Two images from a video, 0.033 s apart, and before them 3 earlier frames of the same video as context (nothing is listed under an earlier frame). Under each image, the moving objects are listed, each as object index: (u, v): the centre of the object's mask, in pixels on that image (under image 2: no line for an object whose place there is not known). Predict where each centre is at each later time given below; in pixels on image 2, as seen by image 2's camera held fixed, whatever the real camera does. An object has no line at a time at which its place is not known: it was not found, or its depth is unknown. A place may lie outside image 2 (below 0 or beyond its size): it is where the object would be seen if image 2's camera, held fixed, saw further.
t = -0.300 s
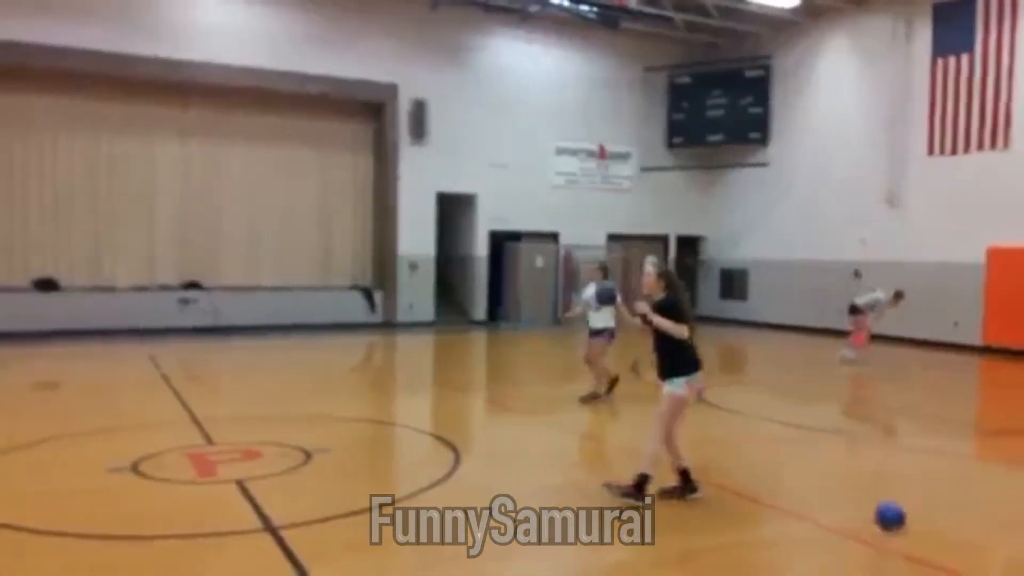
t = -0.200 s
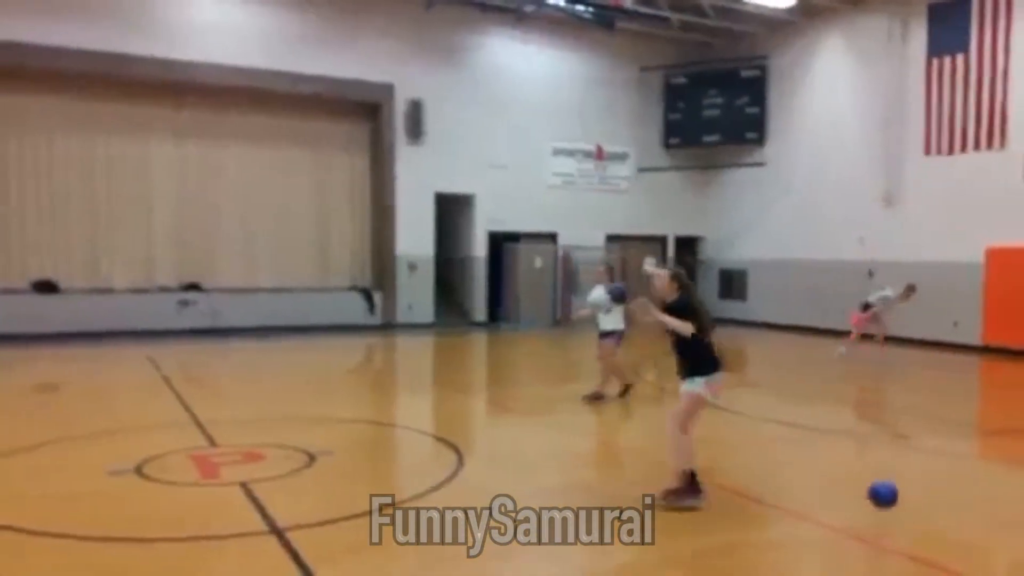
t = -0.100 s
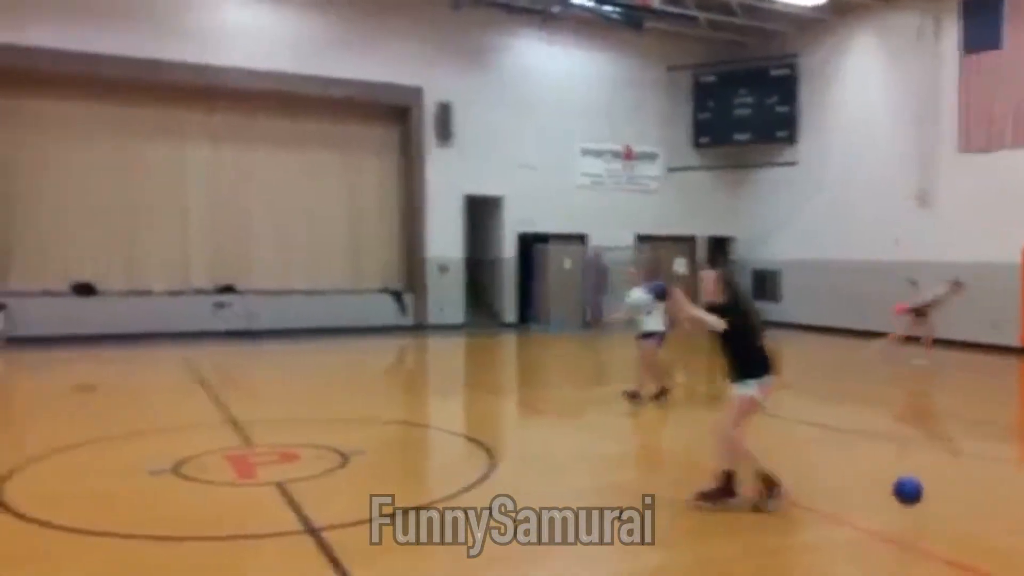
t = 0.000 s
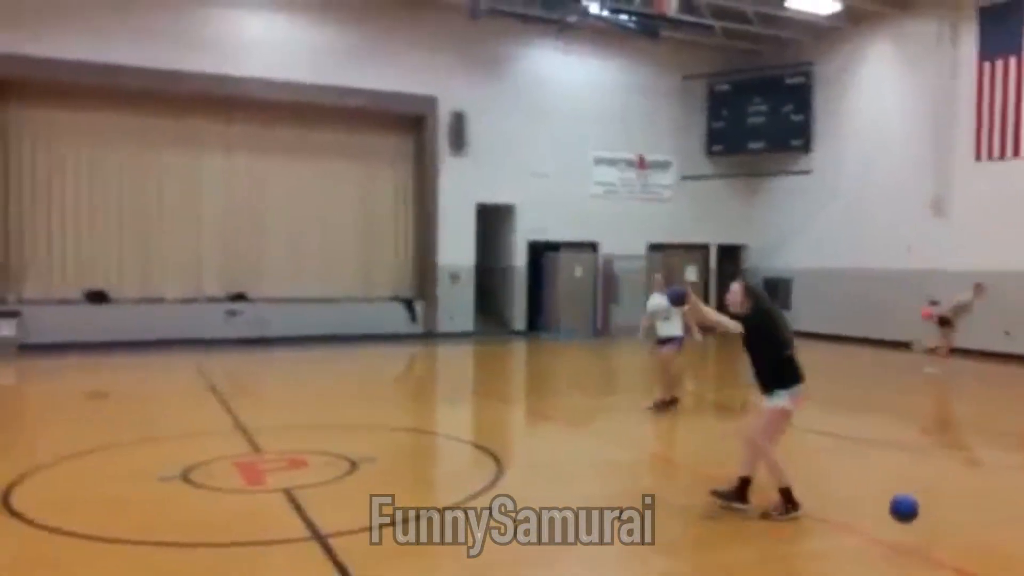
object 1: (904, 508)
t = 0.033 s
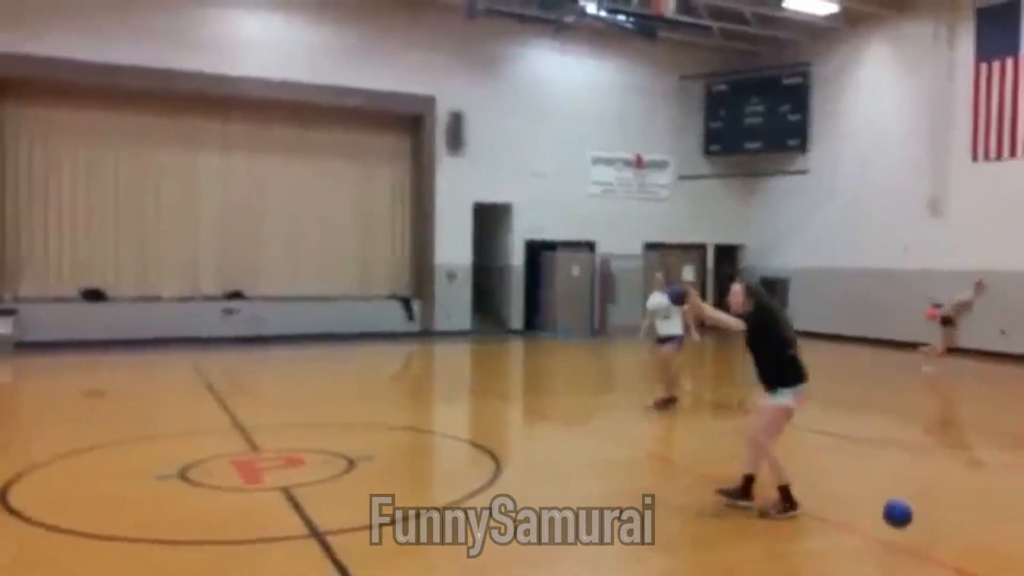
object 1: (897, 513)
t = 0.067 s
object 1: (891, 523)
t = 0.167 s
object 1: (879, 518)
